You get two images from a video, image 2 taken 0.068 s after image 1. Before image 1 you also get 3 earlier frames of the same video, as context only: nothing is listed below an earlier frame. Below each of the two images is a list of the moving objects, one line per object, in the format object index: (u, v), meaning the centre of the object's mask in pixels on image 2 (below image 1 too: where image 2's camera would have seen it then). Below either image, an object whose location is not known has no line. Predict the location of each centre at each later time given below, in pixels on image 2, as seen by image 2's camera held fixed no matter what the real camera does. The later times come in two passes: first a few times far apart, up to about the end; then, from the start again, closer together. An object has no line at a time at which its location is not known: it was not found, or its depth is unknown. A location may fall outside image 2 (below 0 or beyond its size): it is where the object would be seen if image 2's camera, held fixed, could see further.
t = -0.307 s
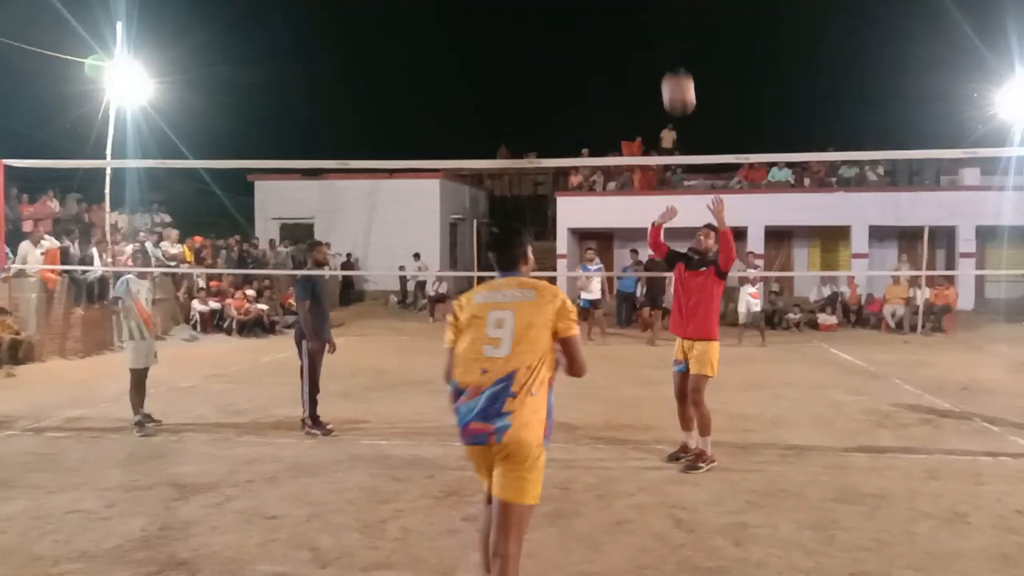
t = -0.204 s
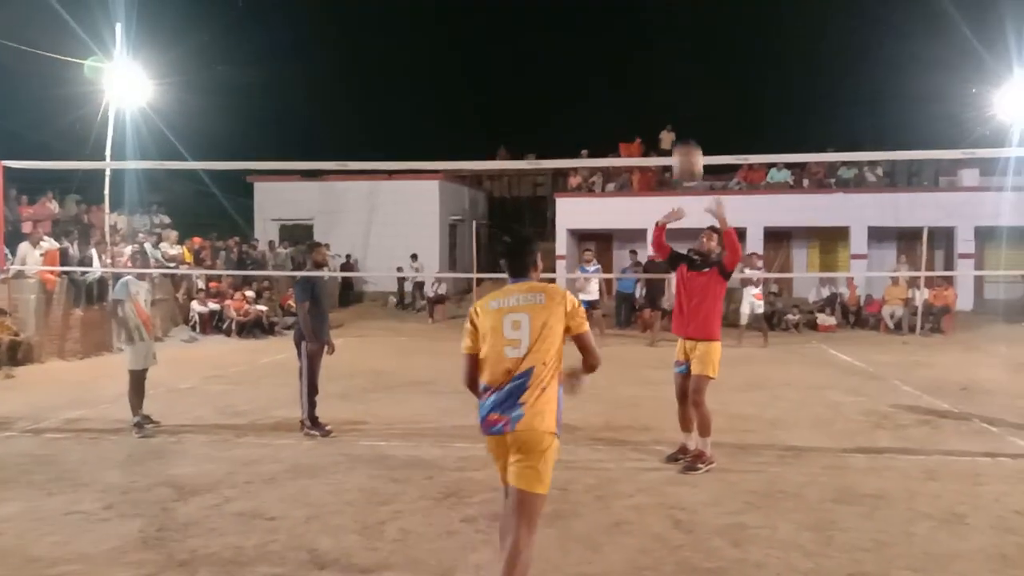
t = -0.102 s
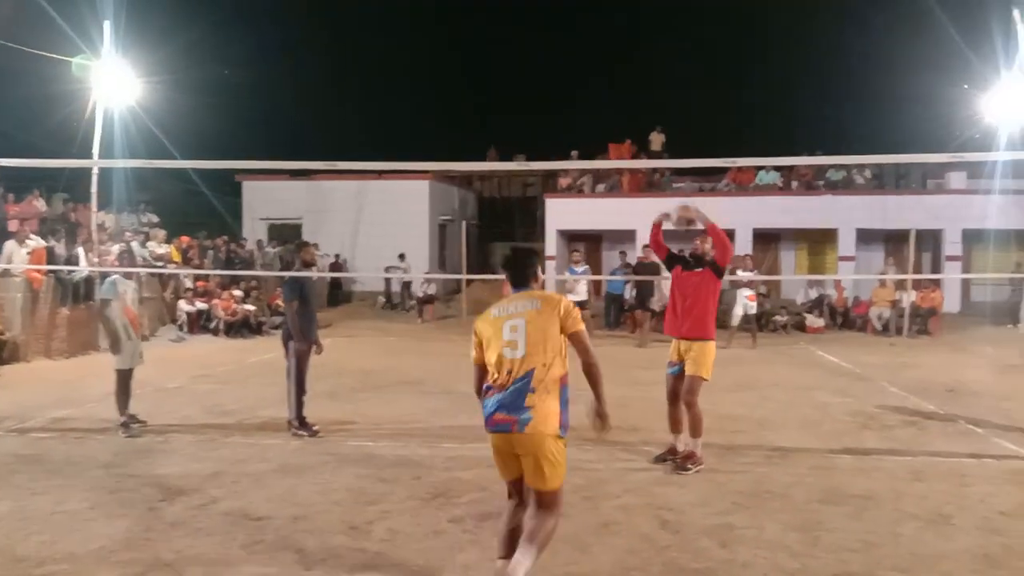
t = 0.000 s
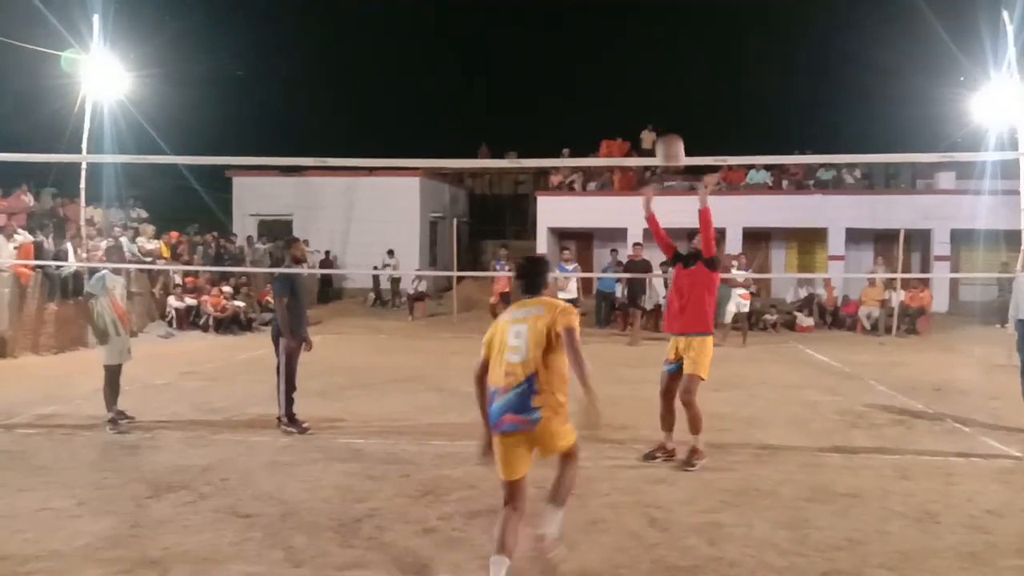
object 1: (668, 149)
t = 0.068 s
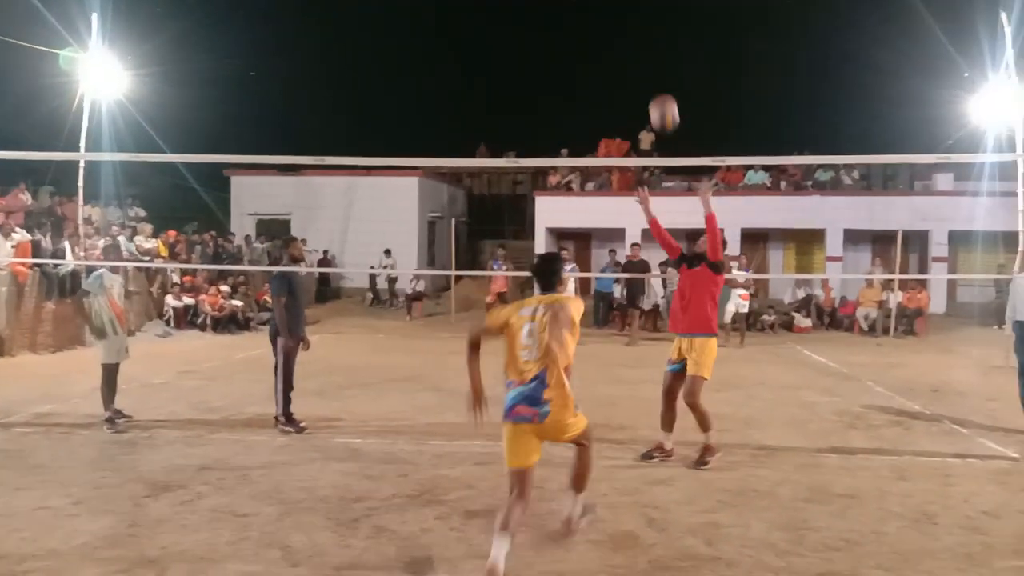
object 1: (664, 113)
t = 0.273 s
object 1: (649, 31)
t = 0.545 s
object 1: (628, 9)
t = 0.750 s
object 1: (614, 52)
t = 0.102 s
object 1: (662, 95)
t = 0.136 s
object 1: (659, 80)
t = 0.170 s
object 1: (657, 65)
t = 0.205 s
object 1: (654, 52)
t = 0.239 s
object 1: (652, 41)
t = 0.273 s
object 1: (649, 31)
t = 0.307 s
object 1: (647, 23)
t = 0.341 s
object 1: (644, 17)
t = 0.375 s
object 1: (641, 11)
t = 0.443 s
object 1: (636, 7)
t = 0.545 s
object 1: (628, 9)
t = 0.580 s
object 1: (626, 12)
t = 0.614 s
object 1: (624, 18)
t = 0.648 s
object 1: (621, 24)
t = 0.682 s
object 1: (619, 32)
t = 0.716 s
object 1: (616, 42)
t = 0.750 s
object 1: (614, 52)
